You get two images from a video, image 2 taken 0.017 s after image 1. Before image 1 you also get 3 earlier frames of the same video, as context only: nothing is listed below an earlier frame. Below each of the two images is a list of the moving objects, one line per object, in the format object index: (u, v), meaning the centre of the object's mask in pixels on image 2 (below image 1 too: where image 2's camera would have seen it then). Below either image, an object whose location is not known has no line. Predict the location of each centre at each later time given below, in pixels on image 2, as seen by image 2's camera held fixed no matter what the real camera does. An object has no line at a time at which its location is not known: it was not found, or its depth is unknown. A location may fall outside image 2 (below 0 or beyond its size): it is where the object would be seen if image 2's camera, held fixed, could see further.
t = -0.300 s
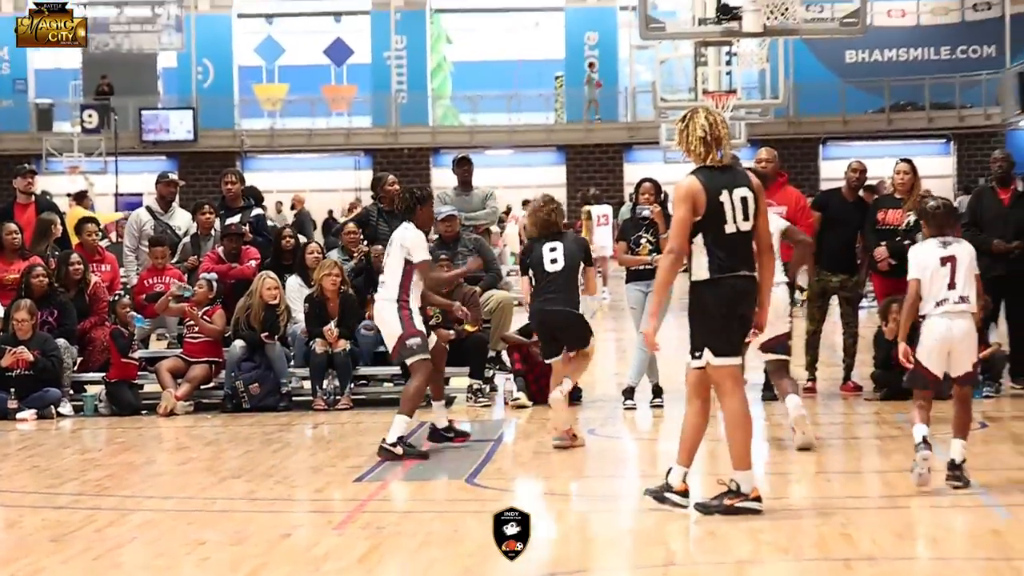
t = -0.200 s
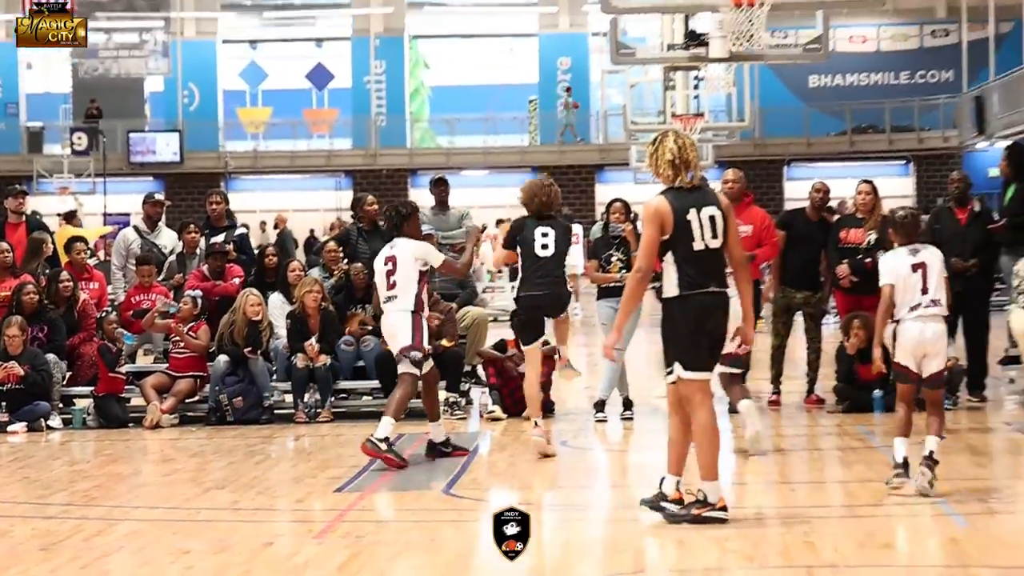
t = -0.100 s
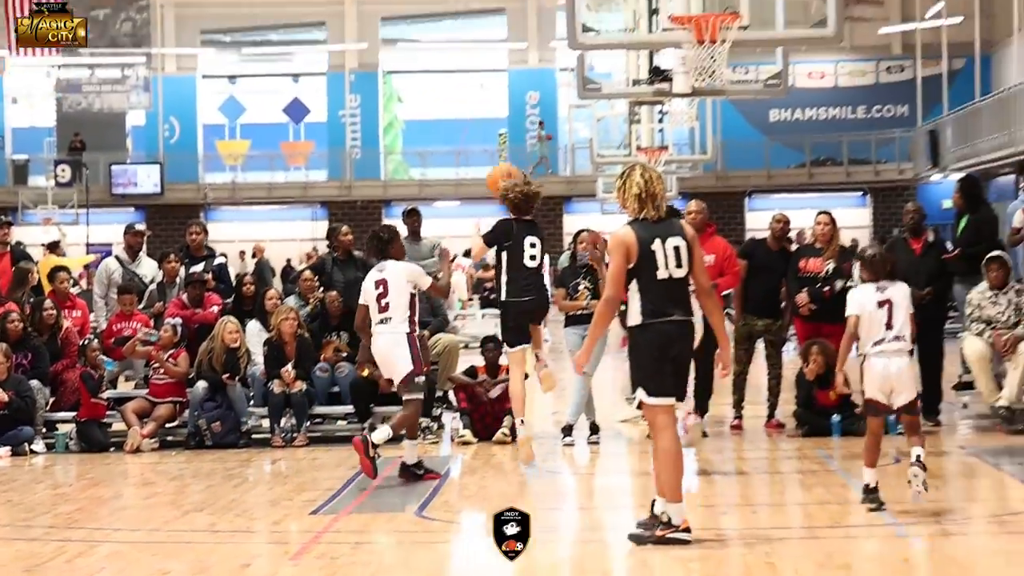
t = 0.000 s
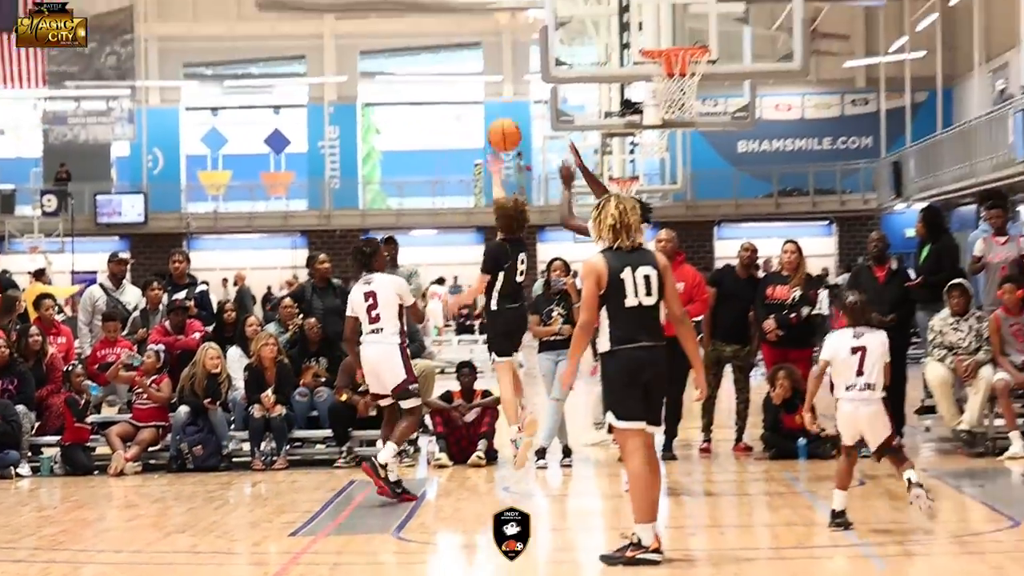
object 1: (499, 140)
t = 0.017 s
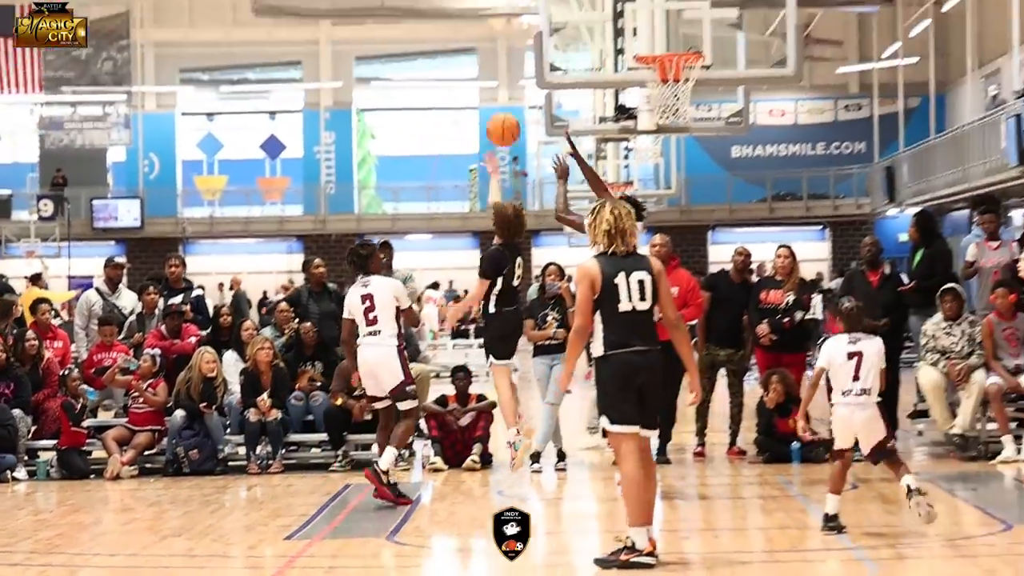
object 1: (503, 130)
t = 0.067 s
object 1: (515, 99)
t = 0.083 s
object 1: (519, 90)
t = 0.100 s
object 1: (524, 81)
